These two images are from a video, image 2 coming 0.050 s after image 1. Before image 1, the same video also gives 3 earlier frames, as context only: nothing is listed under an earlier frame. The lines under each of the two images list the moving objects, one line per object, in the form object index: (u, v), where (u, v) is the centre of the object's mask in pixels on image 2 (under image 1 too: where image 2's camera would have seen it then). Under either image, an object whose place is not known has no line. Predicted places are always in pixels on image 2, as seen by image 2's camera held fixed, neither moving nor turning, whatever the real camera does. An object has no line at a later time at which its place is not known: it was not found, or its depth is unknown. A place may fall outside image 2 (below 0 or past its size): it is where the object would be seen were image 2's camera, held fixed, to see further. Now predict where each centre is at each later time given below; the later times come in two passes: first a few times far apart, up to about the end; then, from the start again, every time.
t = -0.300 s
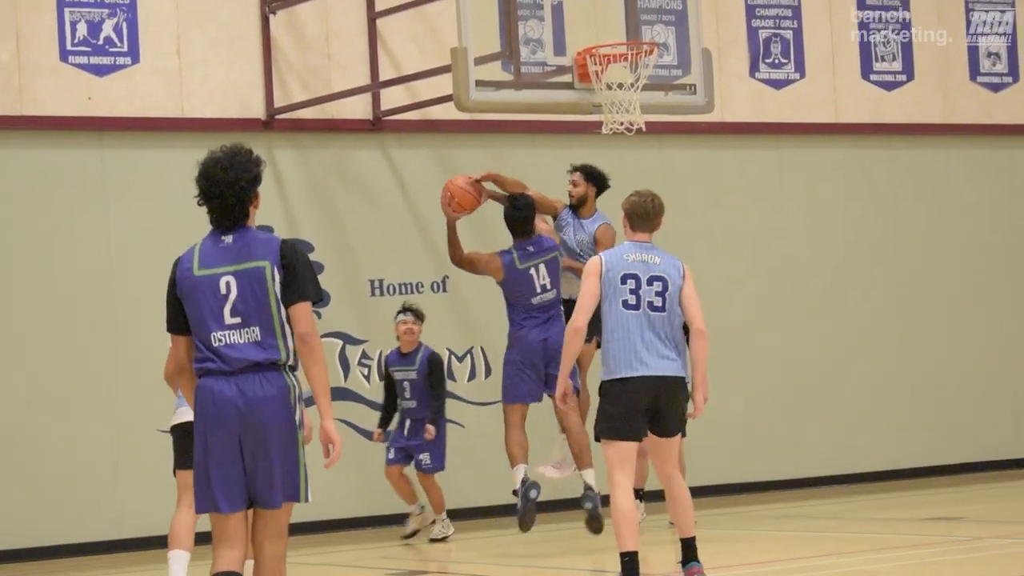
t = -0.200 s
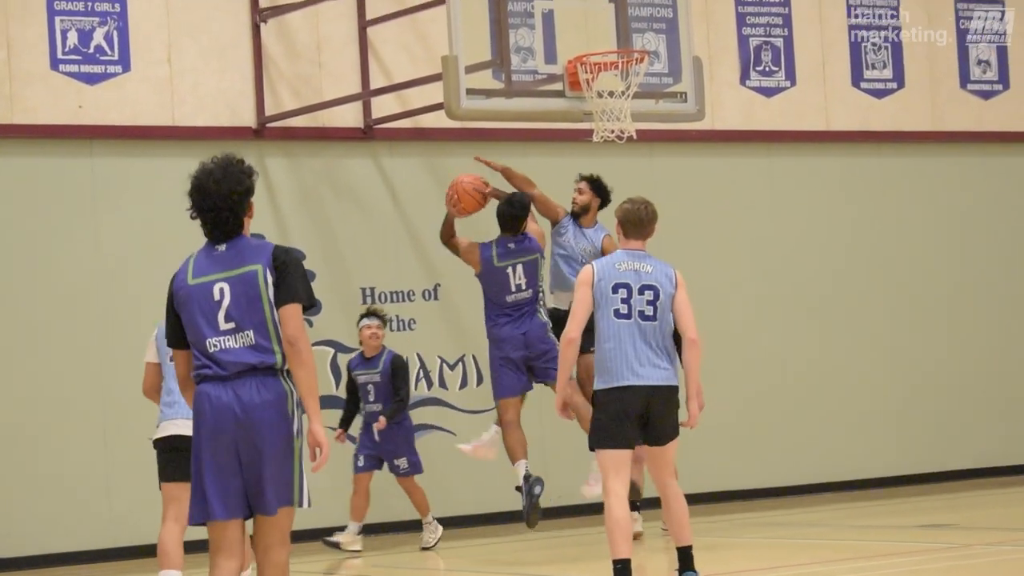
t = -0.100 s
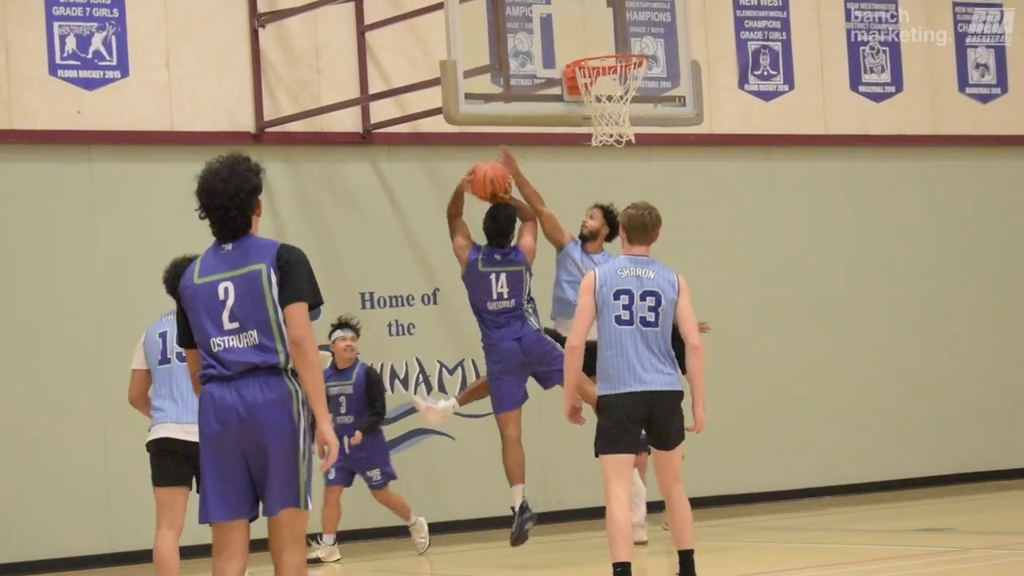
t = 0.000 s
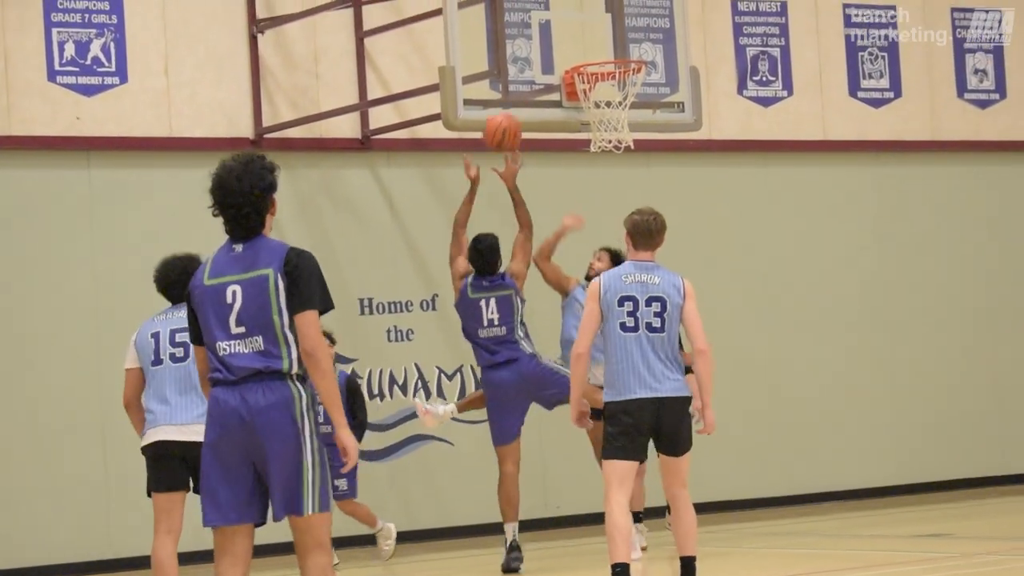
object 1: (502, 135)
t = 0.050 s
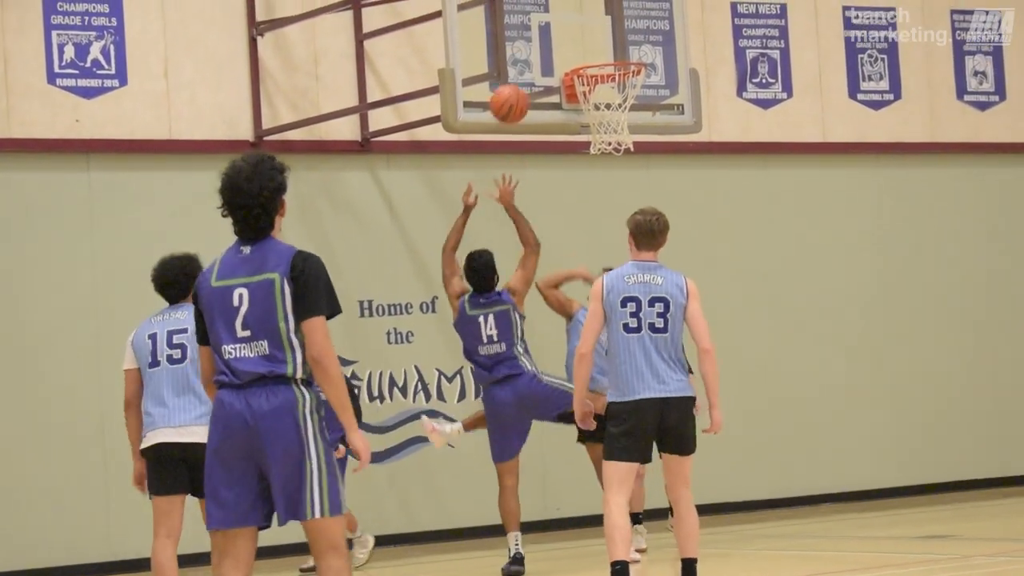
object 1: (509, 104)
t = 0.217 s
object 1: (535, 37)
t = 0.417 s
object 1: (580, 20)
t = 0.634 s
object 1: (619, 55)
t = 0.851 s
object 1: (599, 52)
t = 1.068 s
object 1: (618, 49)
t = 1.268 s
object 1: (615, 82)
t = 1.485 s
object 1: (595, 147)
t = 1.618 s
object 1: (590, 192)
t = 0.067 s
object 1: (511, 95)
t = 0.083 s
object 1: (514, 87)
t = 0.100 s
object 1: (516, 79)
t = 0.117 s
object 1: (519, 72)
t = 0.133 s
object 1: (521, 65)
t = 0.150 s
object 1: (524, 59)
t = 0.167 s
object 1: (526, 53)
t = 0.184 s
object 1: (529, 48)
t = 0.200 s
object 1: (532, 42)
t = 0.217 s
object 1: (535, 37)
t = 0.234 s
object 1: (538, 33)
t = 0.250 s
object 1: (540, 29)
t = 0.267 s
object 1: (543, 26)
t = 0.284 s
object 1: (546, 23)
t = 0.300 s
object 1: (549, 21)
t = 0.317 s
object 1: (552, 19)
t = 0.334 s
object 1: (557, 18)
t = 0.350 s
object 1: (561, 18)
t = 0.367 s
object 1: (566, 17)
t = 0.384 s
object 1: (570, 18)
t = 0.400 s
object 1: (575, 18)
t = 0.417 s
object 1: (580, 20)
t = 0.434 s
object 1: (584, 21)
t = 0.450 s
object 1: (589, 23)
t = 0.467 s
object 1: (594, 26)
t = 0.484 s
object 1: (598, 28)
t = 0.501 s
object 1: (603, 32)
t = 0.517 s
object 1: (608, 35)
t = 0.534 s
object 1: (613, 40)
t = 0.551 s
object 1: (618, 44)
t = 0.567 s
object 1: (623, 47)
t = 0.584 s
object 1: (628, 52)
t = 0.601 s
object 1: (630, 56)
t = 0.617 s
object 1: (625, 57)
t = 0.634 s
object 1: (619, 55)
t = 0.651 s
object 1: (614, 54)
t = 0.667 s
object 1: (609, 51)
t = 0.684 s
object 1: (605, 52)
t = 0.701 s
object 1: (599, 53)
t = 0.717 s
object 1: (595, 54)
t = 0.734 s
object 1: (593, 54)
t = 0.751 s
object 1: (594, 53)
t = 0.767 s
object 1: (595, 52)
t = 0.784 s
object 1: (596, 52)
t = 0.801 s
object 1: (597, 51)
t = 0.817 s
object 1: (598, 51)
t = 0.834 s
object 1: (599, 52)
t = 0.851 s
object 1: (599, 52)
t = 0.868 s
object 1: (600, 52)
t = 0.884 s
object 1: (601, 53)
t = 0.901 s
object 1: (603, 53)
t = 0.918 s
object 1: (605, 52)
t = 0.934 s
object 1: (606, 51)
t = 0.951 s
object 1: (607, 50)
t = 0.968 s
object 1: (609, 48)
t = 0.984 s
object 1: (610, 49)
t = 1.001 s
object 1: (612, 48)
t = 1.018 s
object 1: (614, 47)
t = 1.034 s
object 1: (615, 48)
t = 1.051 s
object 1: (617, 48)
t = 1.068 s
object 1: (618, 49)
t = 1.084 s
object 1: (621, 50)
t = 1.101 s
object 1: (622, 51)
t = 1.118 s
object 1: (625, 56)
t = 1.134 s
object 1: (626, 60)
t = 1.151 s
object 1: (627, 63)
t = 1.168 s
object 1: (625, 65)
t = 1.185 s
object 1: (623, 67)
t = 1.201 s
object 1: (621, 70)
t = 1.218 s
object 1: (619, 73)
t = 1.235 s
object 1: (618, 76)
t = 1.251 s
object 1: (618, 80)
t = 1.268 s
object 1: (615, 82)
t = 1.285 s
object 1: (611, 88)
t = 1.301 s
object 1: (608, 94)
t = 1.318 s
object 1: (606, 99)
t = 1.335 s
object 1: (603, 104)
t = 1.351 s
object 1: (602, 109)
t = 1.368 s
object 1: (601, 115)
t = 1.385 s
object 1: (599, 118)
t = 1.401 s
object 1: (598, 122)
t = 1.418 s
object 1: (597, 125)
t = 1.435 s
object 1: (596, 129)
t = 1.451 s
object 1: (596, 134)
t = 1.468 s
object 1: (596, 137)
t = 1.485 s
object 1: (595, 147)
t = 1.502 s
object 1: (594, 149)
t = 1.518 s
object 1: (593, 152)
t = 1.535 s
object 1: (593, 156)
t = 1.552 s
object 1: (592, 162)
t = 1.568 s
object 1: (591, 169)
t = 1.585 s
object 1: (590, 176)
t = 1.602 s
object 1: (590, 184)
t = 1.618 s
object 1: (590, 192)
